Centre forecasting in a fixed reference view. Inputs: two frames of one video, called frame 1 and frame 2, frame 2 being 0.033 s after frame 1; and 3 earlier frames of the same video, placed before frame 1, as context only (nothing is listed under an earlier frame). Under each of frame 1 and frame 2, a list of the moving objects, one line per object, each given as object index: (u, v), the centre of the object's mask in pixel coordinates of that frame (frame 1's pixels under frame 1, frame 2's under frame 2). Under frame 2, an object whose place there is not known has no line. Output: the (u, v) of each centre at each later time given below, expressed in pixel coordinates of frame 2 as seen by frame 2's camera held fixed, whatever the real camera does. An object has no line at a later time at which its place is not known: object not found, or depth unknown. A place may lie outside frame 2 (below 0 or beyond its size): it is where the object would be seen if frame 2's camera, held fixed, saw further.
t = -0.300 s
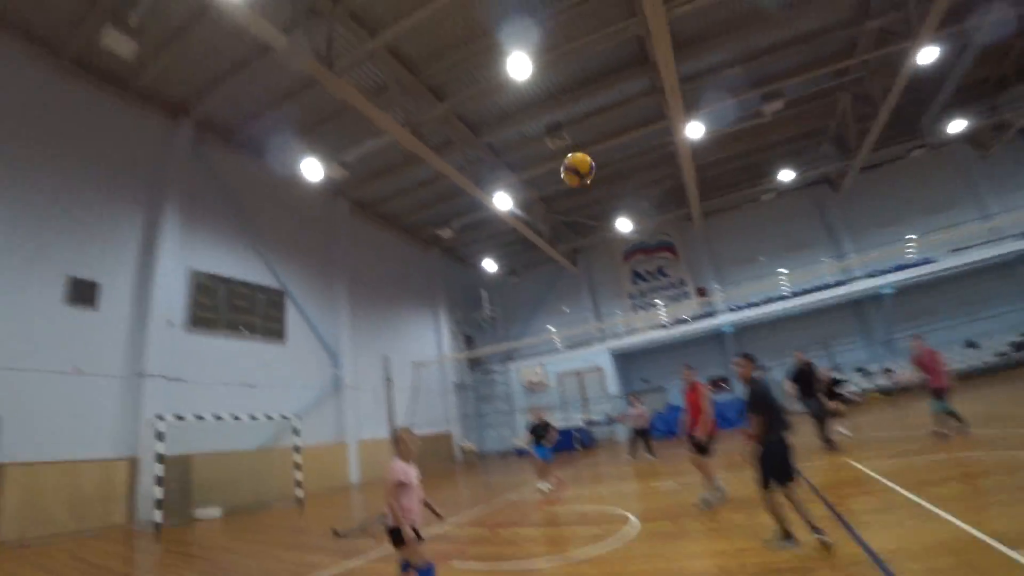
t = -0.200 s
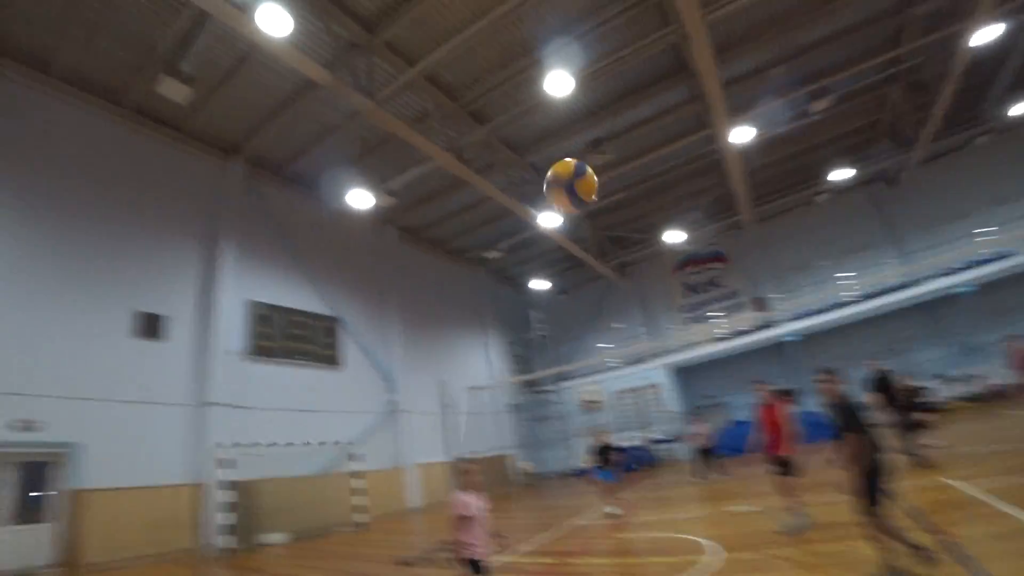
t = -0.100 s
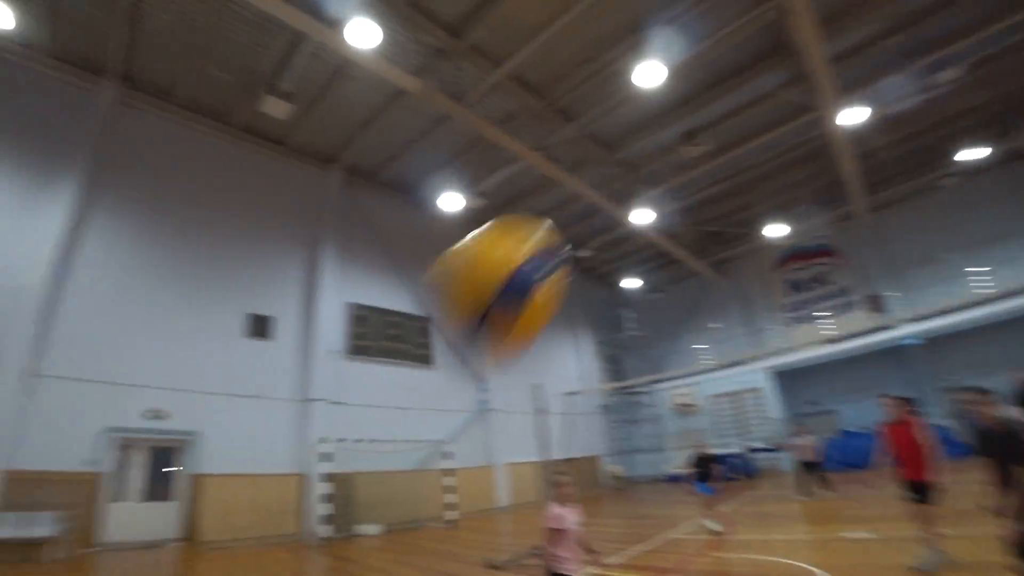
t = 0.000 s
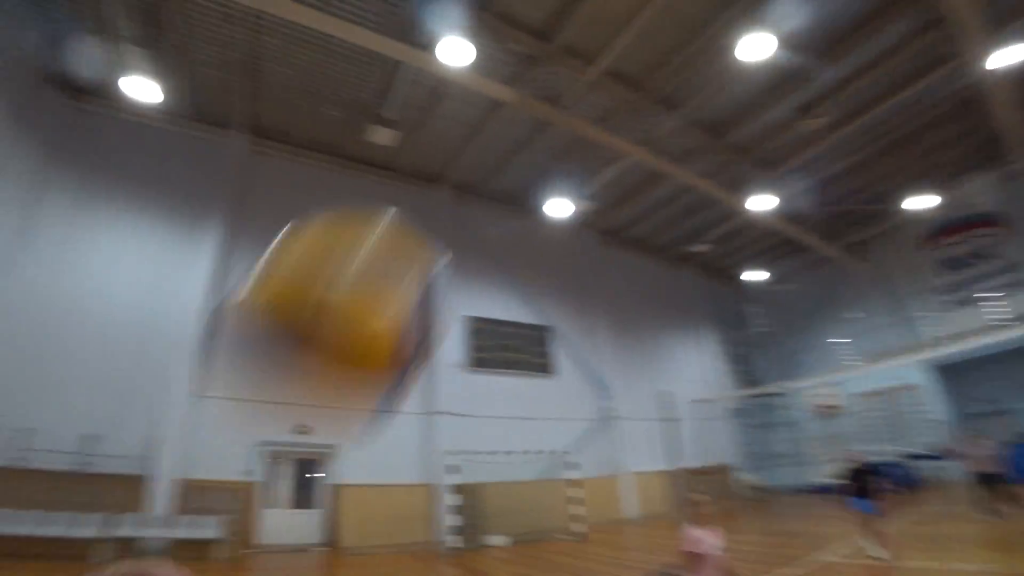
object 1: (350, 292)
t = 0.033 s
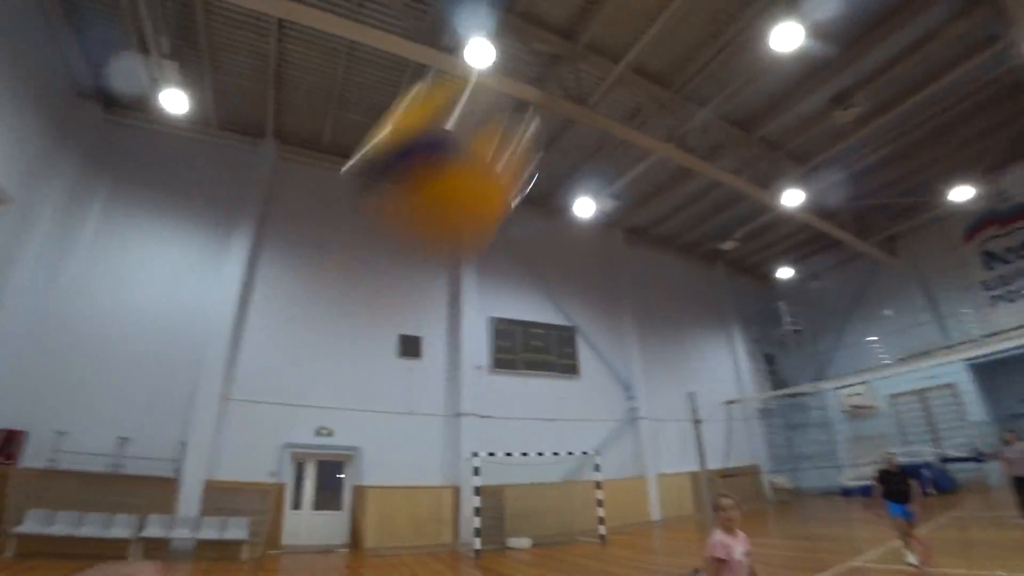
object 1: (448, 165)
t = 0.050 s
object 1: (481, 111)
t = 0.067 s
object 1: (517, 63)
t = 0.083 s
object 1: (537, 41)
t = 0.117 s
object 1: (558, 20)
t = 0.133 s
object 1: (566, 10)
